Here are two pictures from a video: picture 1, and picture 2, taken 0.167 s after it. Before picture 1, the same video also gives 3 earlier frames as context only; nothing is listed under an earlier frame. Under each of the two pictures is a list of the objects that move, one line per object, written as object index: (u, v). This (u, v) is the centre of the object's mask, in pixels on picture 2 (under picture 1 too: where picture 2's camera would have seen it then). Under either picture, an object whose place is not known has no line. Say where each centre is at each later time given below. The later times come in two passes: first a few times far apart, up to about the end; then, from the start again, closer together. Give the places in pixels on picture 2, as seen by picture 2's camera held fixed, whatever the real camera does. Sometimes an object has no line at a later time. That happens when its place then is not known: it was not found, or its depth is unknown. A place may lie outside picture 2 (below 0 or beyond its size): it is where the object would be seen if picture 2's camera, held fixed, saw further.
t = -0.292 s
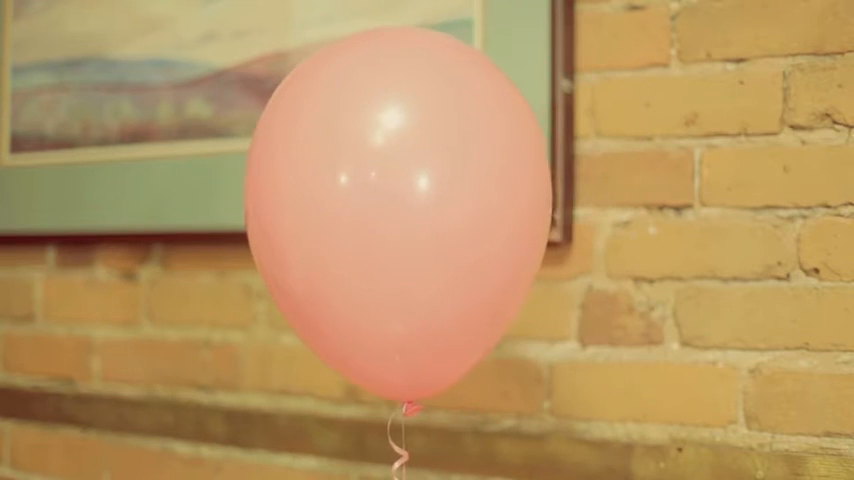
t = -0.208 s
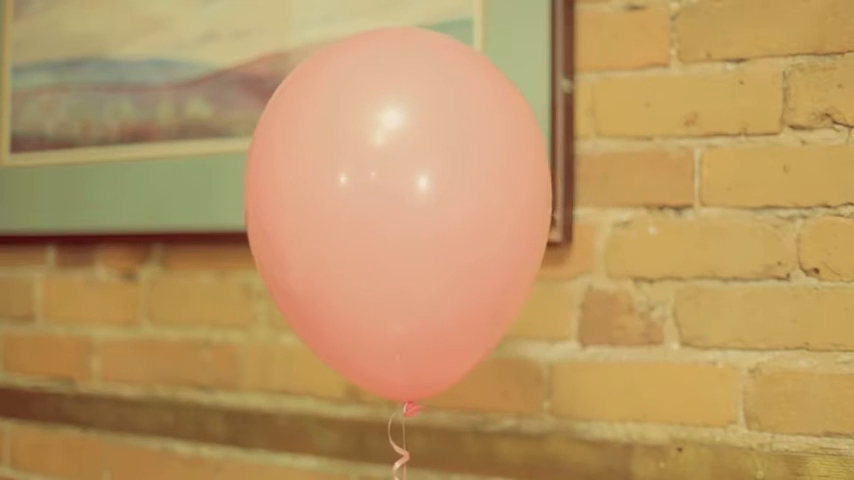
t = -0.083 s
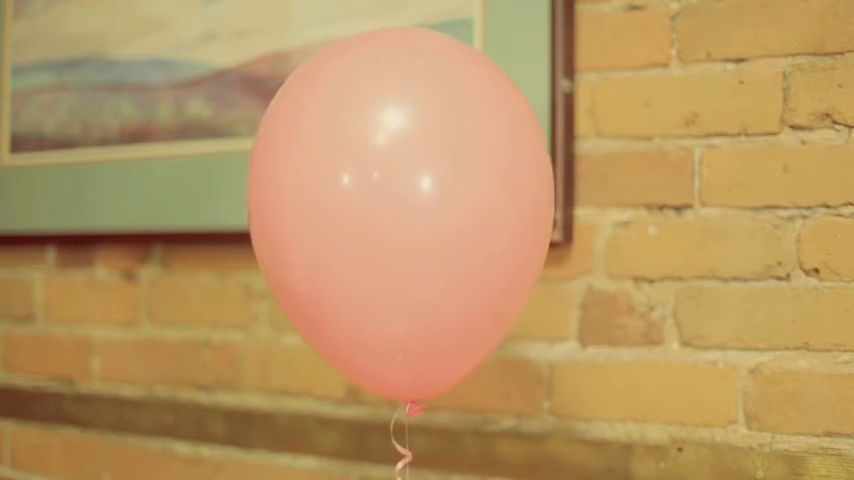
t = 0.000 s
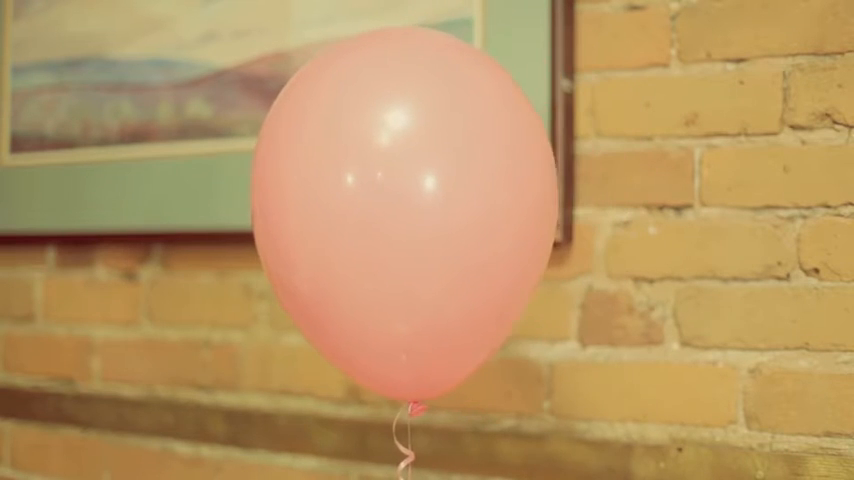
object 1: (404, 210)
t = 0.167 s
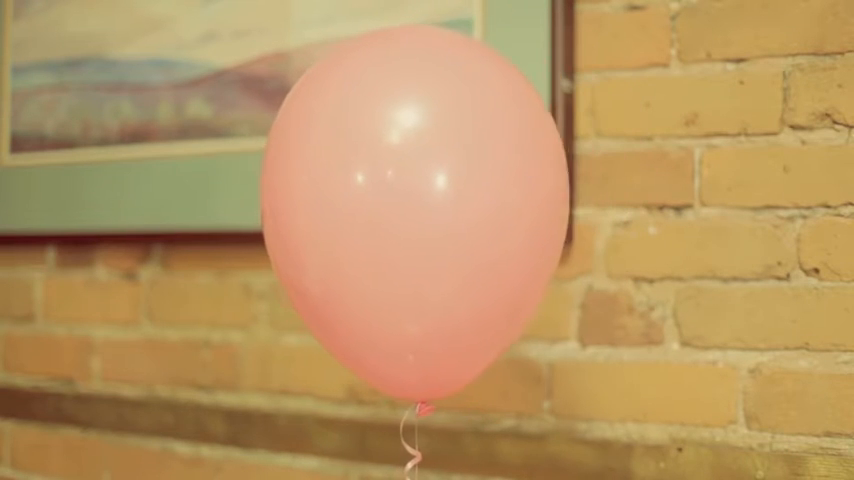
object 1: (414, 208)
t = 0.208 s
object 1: (417, 208)
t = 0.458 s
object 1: (437, 206)
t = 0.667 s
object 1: (455, 206)
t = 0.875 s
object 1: (468, 206)
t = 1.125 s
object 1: (473, 205)
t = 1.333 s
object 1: (469, 205)
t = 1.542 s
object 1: (457, 205)
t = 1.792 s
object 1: (440, 205)
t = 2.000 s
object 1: (426, 206)
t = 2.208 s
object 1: (416, 207)
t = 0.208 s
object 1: (417, 208)
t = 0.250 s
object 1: (421, 207)
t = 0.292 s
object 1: (424, 207)
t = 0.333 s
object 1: (427, 206)
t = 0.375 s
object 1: (430, 206)
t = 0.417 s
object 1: (434, 206)
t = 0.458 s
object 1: (437, 206)
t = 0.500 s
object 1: (441, 205)
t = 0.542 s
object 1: (445, 205)
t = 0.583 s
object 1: (449, 205)
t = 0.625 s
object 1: (452, 205)
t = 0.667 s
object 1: (455, 206)
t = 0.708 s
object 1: (458, 203)
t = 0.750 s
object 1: (461, 203)
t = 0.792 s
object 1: (464, 204)
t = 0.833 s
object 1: (466, 205)
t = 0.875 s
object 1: (468, 206)
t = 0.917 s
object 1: (469, 205)
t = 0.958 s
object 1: (471, 205)
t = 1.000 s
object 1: (472, 205)
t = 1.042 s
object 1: (473, 205)
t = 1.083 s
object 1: (473, 205)
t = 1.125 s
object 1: (473, 205)
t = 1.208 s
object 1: (473, 205)
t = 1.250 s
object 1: (472, 205)
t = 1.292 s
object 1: (471, 206)
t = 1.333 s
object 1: (469, 205)
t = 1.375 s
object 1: (468, 205)
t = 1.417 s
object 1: (465, 205)
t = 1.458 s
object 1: (463, 205)
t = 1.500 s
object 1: (461, 204)
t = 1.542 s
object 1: (457, 205)
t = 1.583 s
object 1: (455, 205)
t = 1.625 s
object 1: (452, 205)
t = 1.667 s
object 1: (450, 205)
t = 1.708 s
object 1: (446, 205)
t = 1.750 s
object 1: (443, 205)
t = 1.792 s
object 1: (440, 205)
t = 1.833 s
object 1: (437, 206)
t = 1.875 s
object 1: (434, 206)
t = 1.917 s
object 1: (431, 206)
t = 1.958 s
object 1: (429, 206)
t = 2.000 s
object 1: (426, 206)
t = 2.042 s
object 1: (424, 206)
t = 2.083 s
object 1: (421, 207)
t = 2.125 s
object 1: (419, 207)
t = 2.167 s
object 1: (418, 207)
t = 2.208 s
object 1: (416, 207)
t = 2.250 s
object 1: (415, 208)
